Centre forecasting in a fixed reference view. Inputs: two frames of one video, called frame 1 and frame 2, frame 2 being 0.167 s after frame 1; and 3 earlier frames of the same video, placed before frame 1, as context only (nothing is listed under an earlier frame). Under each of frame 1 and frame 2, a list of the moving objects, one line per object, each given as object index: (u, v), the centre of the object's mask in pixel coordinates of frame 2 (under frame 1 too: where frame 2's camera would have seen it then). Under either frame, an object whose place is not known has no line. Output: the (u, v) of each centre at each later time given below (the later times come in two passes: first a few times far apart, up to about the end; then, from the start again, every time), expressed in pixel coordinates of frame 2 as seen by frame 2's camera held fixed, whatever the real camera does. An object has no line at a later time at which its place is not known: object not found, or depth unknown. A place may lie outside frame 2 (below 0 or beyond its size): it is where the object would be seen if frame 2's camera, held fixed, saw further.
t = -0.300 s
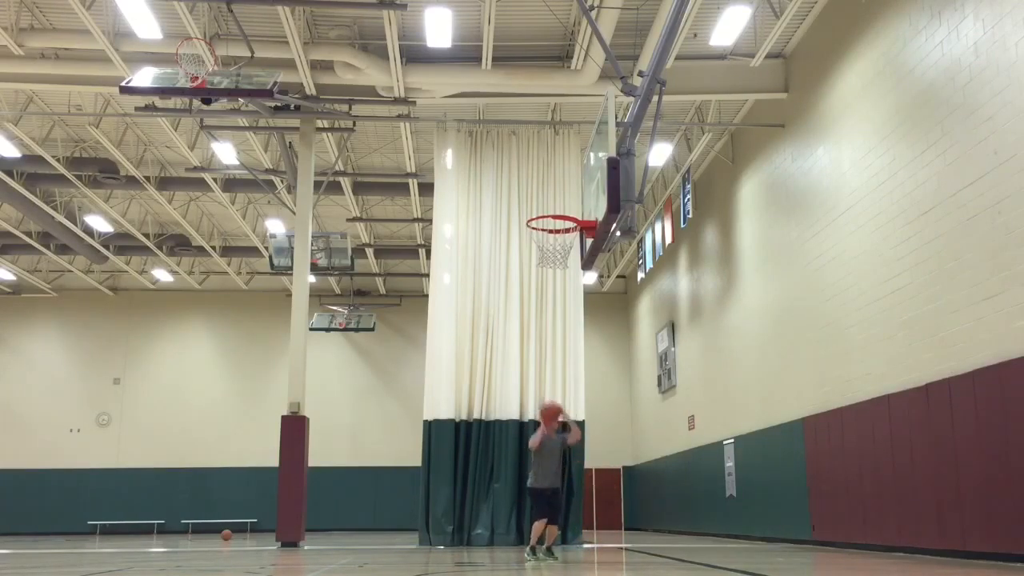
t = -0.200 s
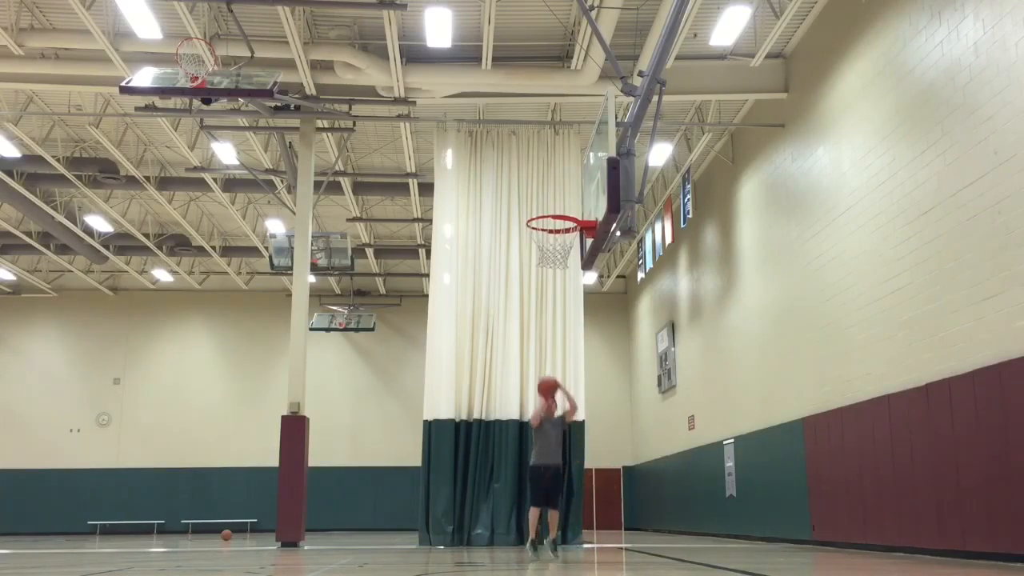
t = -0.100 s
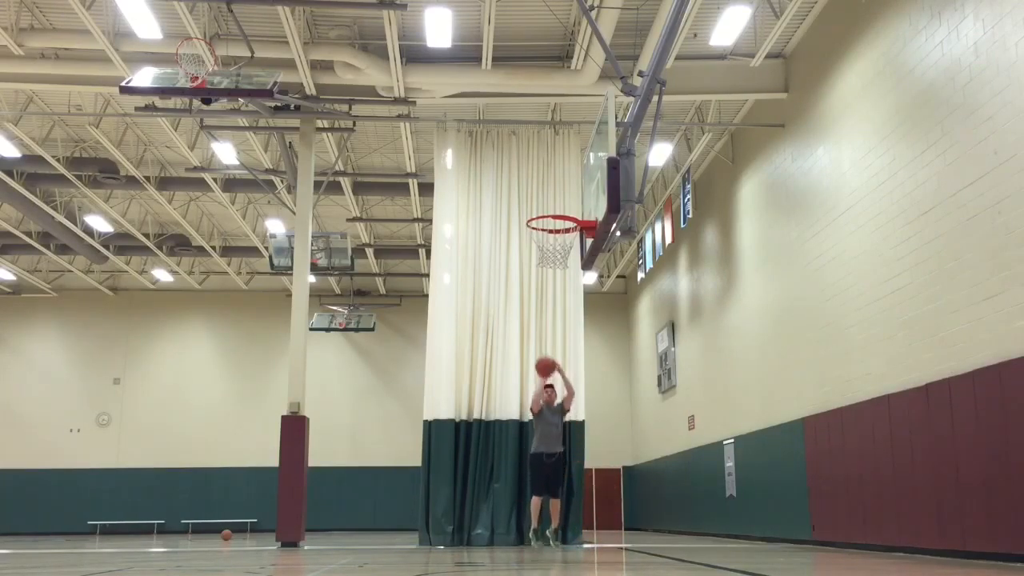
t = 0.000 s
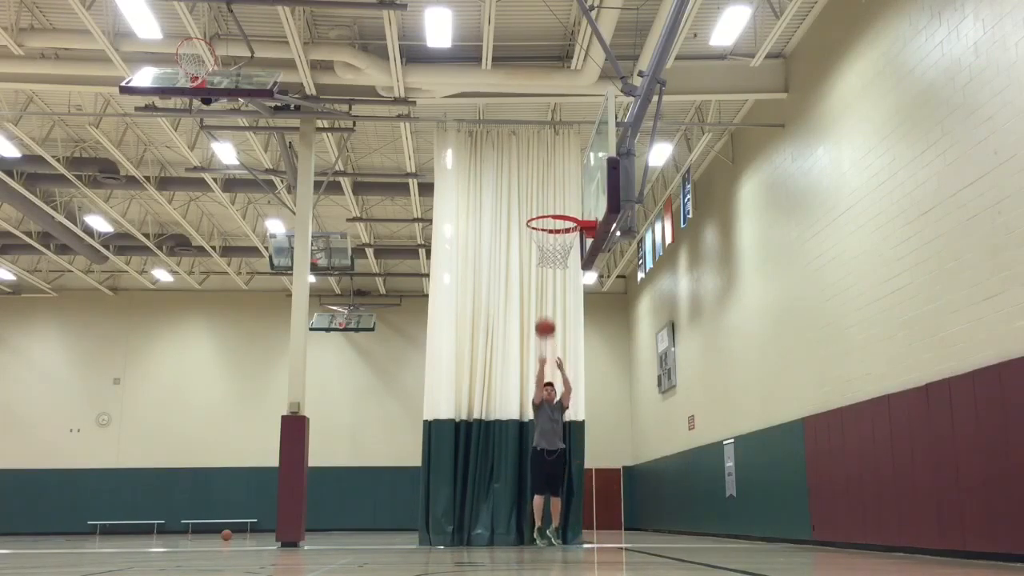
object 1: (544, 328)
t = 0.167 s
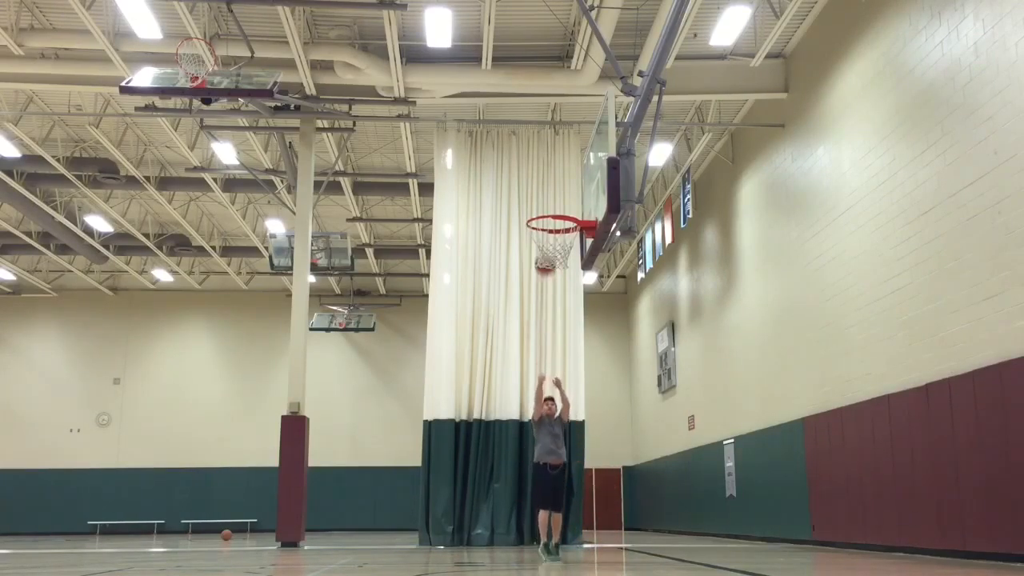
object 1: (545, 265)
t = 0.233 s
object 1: (545, 244)
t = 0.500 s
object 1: (547, 197)
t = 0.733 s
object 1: (549, 206)
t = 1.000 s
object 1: (557, 254)
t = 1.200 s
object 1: (567, 304)
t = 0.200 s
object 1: (544, 254)
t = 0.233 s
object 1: (545, 244)
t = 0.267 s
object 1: (546, 236)
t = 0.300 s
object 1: (546, 227)
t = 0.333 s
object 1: (546, 220)
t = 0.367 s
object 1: (546, 213)
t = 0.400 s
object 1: (546, 207)
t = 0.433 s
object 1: (546, 204)
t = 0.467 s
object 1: (547, 200)
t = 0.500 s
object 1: (547, 197)
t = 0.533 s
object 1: (547, 196)
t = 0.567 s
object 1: (547, 195)
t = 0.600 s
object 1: (548, 195)
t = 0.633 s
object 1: (548, 197)
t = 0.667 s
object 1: (548, 199)
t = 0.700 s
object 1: (549, 202)
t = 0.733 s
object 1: (549, 206)
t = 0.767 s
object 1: (550, 213)
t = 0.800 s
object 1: (550, 221)
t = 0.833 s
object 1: (550, 229)
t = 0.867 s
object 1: (550, 240)
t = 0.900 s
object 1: (552, 245)
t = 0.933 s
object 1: (554, 246)
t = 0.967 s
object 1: (555, 250)
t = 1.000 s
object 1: (557, 254)
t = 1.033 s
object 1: (558, 258)
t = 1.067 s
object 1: (560, 265)
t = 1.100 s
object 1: (562, 273)
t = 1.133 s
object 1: (563, 282)
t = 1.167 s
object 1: (565, 292)
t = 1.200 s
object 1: (567, 304)
